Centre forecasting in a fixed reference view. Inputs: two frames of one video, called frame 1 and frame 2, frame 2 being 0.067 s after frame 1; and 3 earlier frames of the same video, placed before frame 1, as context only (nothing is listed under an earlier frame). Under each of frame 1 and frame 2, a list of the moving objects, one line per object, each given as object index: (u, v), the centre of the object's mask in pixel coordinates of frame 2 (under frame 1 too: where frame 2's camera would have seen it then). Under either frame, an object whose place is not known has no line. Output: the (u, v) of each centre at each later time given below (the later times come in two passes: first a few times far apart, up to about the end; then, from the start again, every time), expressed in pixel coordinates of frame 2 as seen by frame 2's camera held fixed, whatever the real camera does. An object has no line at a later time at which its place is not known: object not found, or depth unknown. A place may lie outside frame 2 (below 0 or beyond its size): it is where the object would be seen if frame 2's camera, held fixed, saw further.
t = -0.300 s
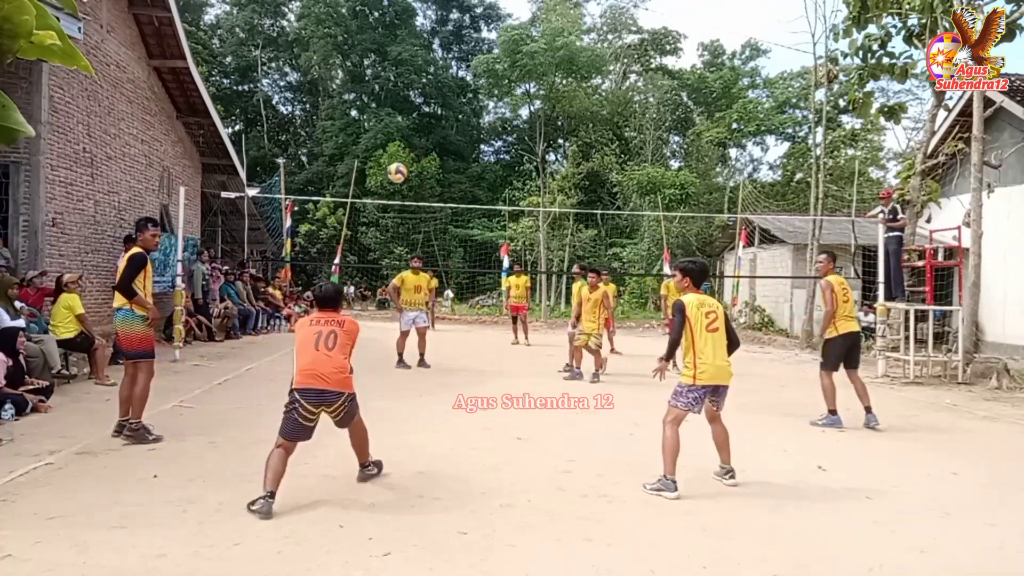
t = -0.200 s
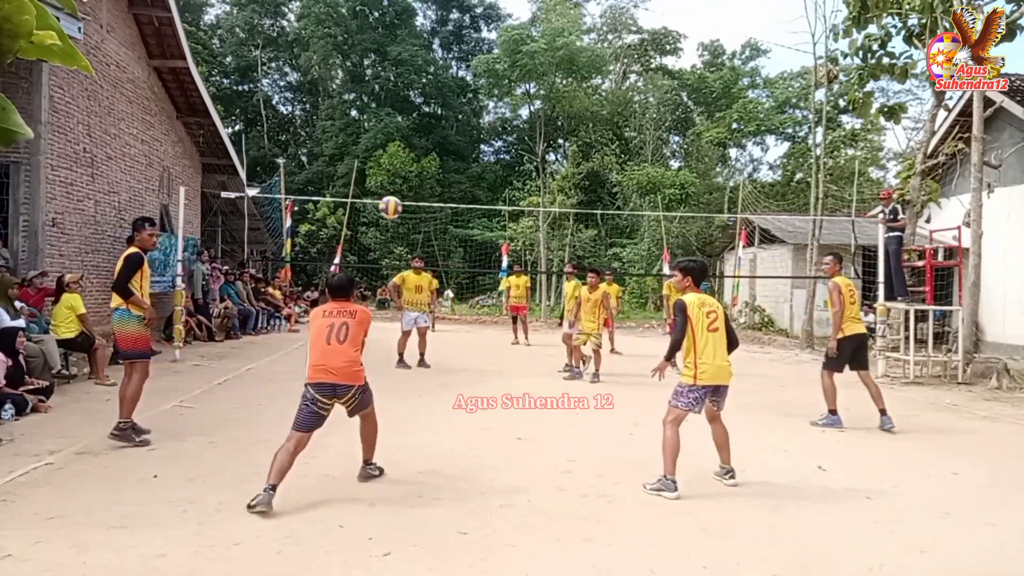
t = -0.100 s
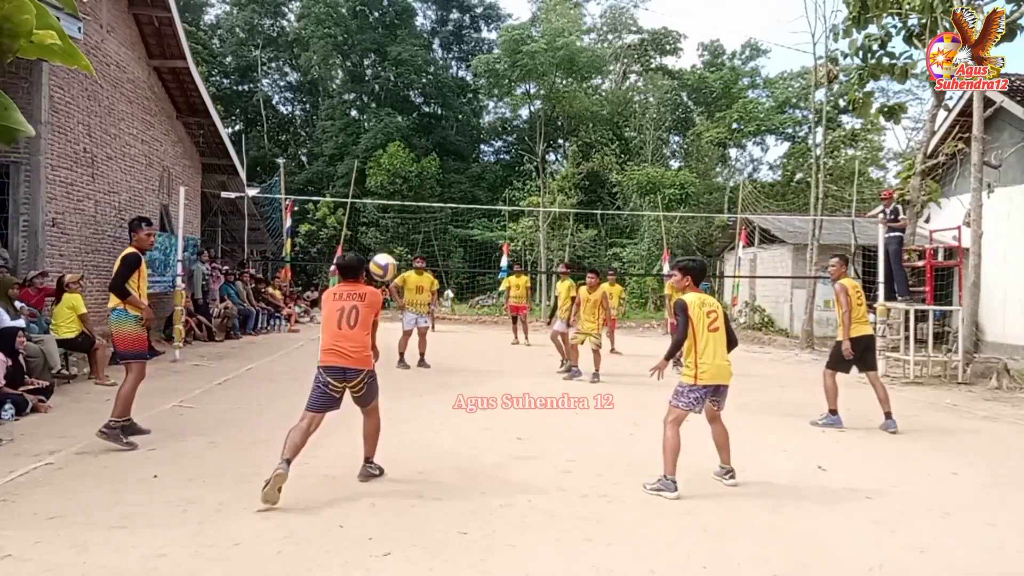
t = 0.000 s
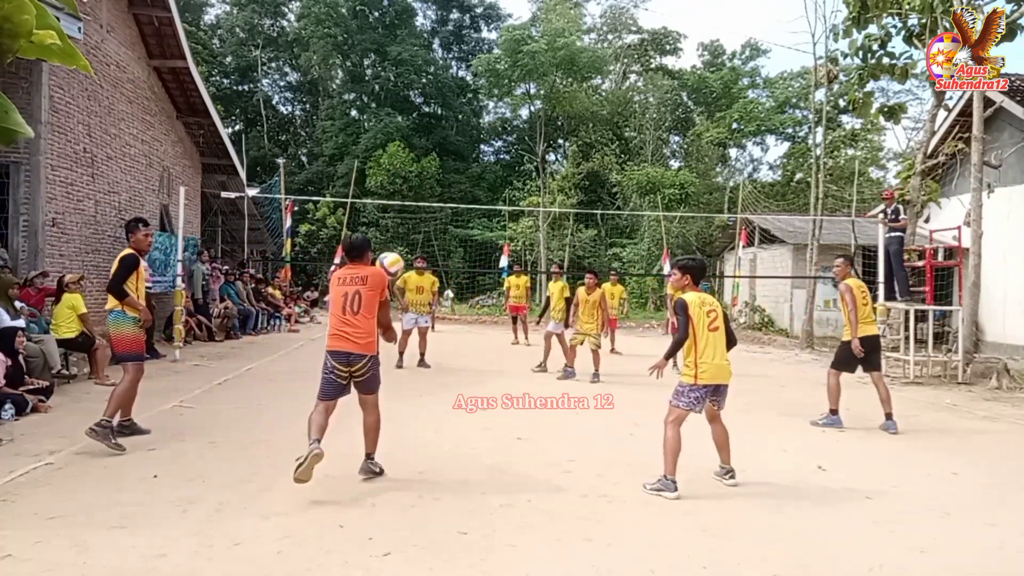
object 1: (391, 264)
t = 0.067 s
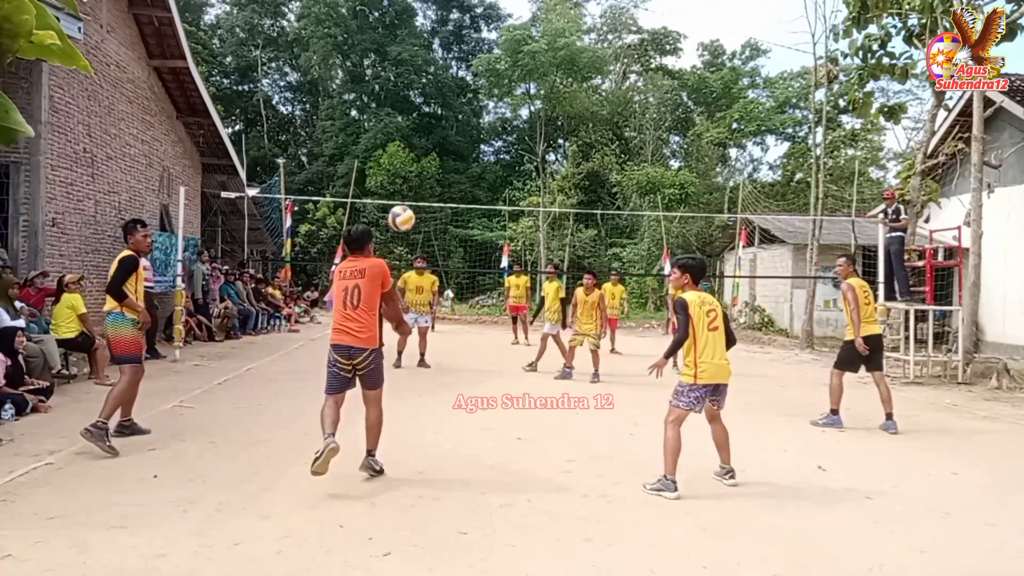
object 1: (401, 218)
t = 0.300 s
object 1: (433, 120)
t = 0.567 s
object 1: (457, 96)
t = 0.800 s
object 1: (473, 125)
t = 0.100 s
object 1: (407, 198)
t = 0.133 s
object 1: (412, 180)
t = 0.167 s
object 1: (417, 164)
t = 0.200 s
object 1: (421, 151)
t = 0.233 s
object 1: (425, 139)
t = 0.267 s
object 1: (429, 128)
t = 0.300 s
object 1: (433, 120)
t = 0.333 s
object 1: (437, 112)
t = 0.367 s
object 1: (440, 106)
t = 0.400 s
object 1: (443, 102)
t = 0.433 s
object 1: (446, 98)
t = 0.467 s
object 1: (449, 96)
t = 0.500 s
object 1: (451, 95)
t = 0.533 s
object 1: (454, 95)
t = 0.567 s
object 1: (457, 96)
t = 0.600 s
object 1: (459, 98)
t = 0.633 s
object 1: (462, 100)
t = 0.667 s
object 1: (464, 103)
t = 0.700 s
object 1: (467, 107)
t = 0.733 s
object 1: (469, 113)
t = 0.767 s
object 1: (470, 119)
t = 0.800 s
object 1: (473, 125)
